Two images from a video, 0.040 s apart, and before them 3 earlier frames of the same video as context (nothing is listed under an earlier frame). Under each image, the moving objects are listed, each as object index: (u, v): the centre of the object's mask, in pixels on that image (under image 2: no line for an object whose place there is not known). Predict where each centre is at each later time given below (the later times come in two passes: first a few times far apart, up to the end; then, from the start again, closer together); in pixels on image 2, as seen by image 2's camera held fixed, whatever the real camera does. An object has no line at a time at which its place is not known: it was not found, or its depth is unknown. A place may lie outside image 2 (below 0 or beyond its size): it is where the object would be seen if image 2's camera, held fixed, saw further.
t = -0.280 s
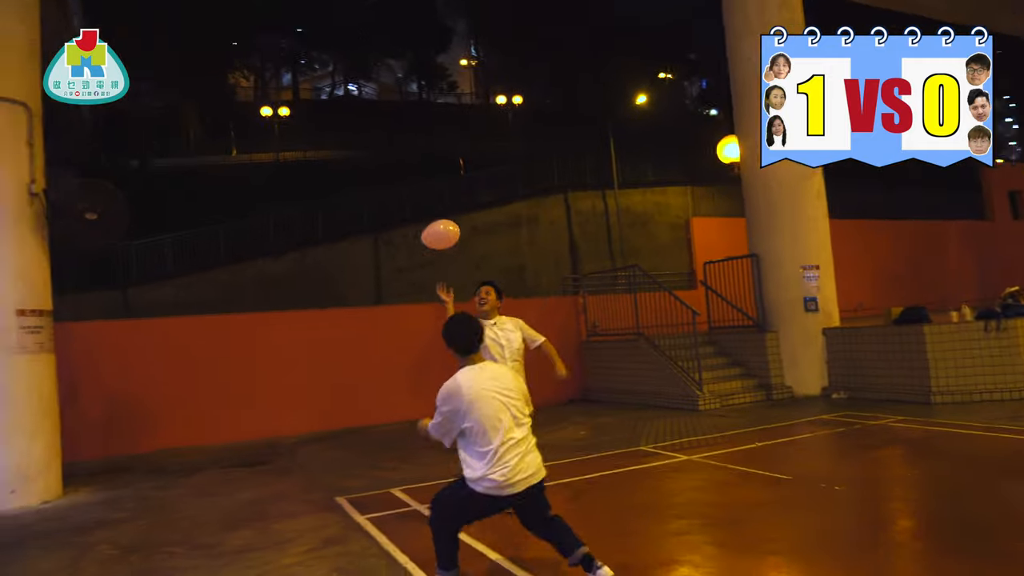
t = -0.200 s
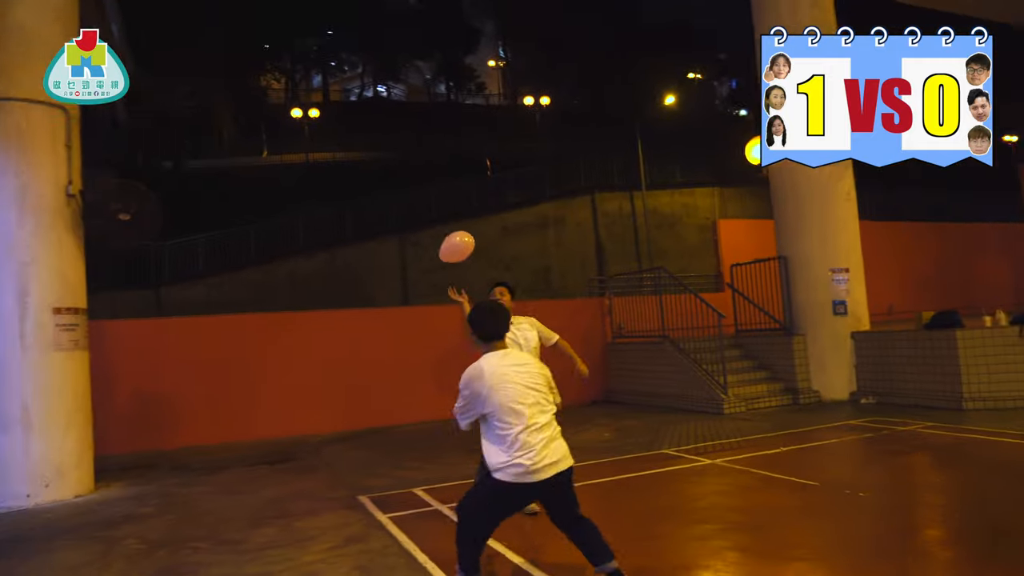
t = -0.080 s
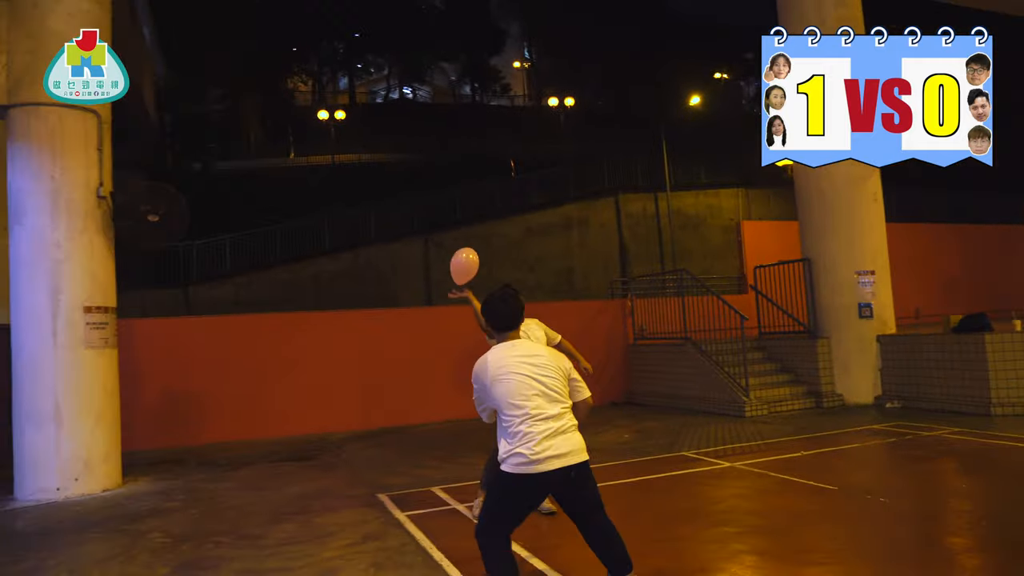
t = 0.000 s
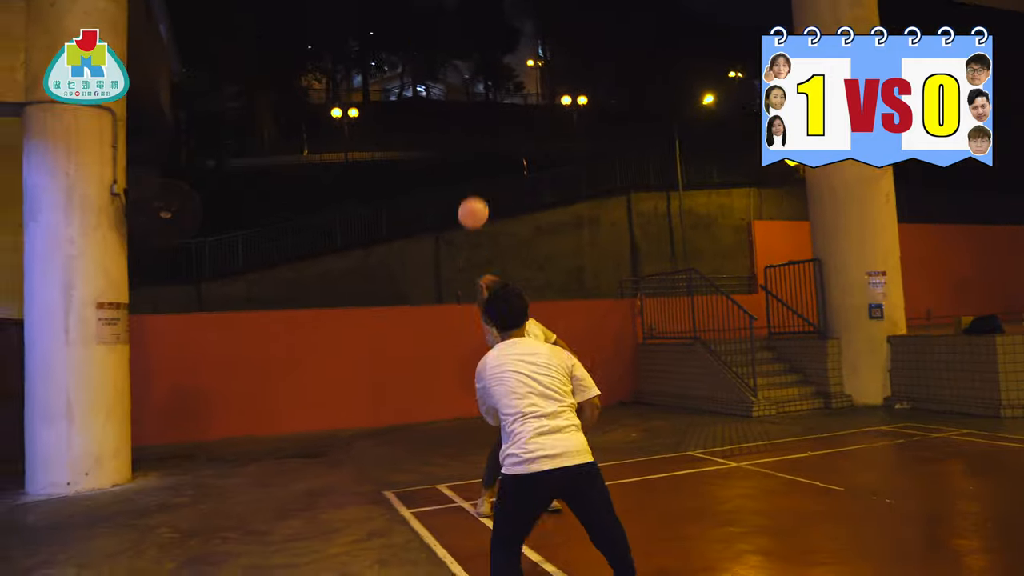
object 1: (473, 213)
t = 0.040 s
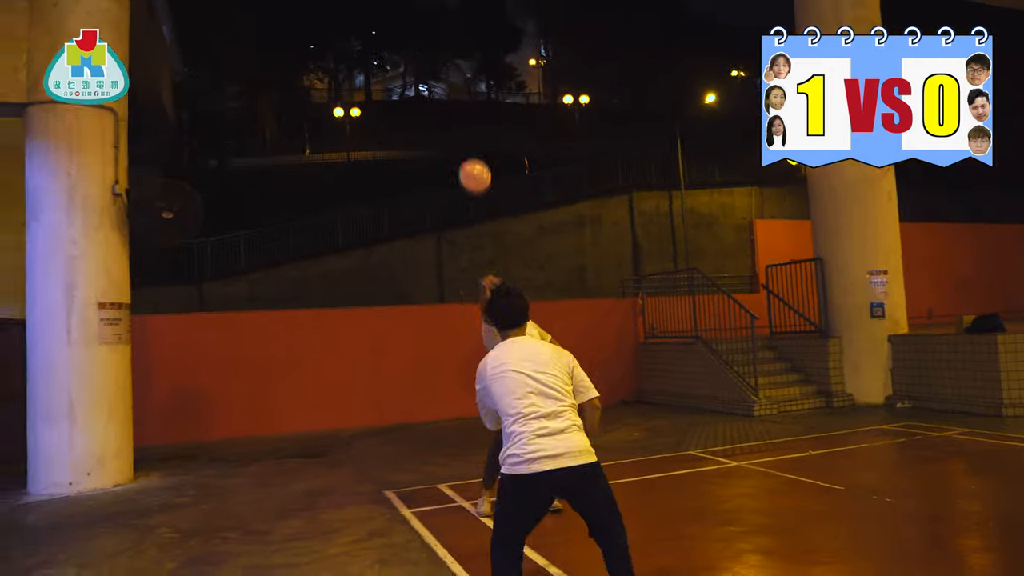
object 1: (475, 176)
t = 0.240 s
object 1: (463, 58)
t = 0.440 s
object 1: (445, 9)
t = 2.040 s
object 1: (418, 118)
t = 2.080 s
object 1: (421, 128)
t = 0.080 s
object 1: (474, 144)
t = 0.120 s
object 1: (472, 117)
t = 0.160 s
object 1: (471, 94)
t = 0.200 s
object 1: (467, 74)
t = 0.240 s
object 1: (463, 58)
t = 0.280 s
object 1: (459, 45)
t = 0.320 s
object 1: (455, 34)
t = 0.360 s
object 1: (453, 25)
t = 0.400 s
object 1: (450, 16)
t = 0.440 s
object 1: (445, 9)
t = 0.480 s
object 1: (441, 5)
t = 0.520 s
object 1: (438, 3)
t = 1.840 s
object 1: (413, 79)
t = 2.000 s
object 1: (417, 110)
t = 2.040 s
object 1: (418, 118)
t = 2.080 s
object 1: (421, 128)
